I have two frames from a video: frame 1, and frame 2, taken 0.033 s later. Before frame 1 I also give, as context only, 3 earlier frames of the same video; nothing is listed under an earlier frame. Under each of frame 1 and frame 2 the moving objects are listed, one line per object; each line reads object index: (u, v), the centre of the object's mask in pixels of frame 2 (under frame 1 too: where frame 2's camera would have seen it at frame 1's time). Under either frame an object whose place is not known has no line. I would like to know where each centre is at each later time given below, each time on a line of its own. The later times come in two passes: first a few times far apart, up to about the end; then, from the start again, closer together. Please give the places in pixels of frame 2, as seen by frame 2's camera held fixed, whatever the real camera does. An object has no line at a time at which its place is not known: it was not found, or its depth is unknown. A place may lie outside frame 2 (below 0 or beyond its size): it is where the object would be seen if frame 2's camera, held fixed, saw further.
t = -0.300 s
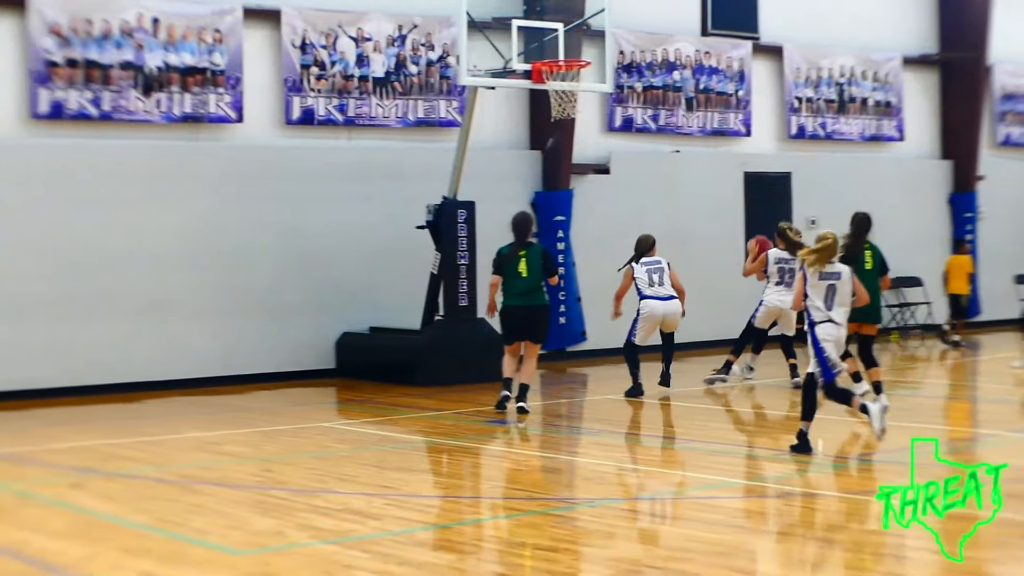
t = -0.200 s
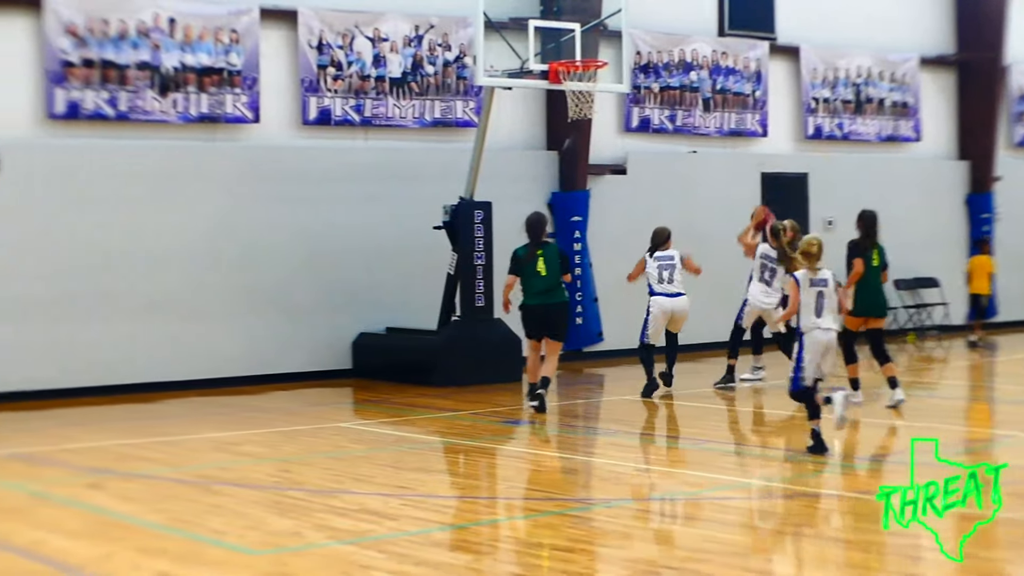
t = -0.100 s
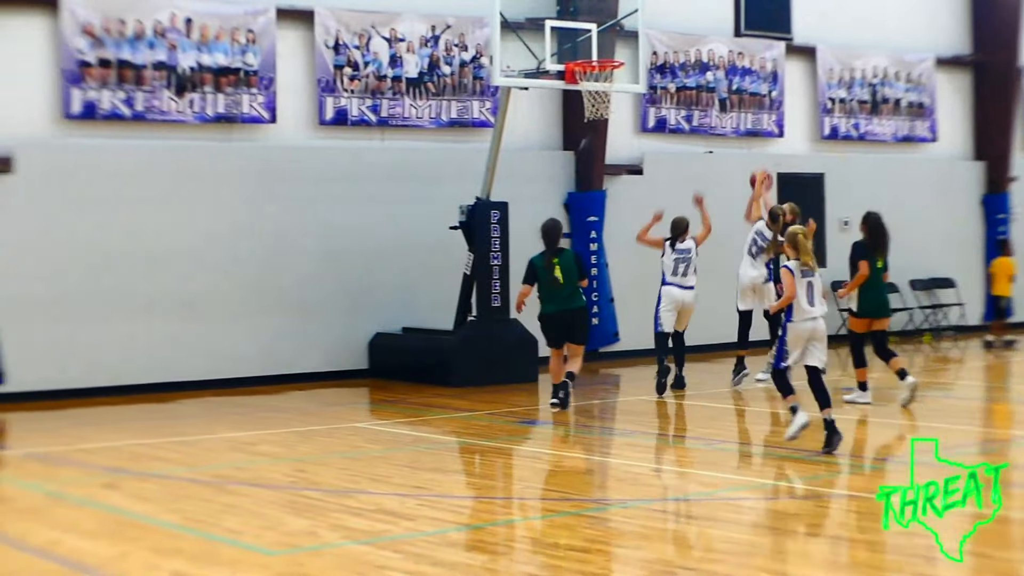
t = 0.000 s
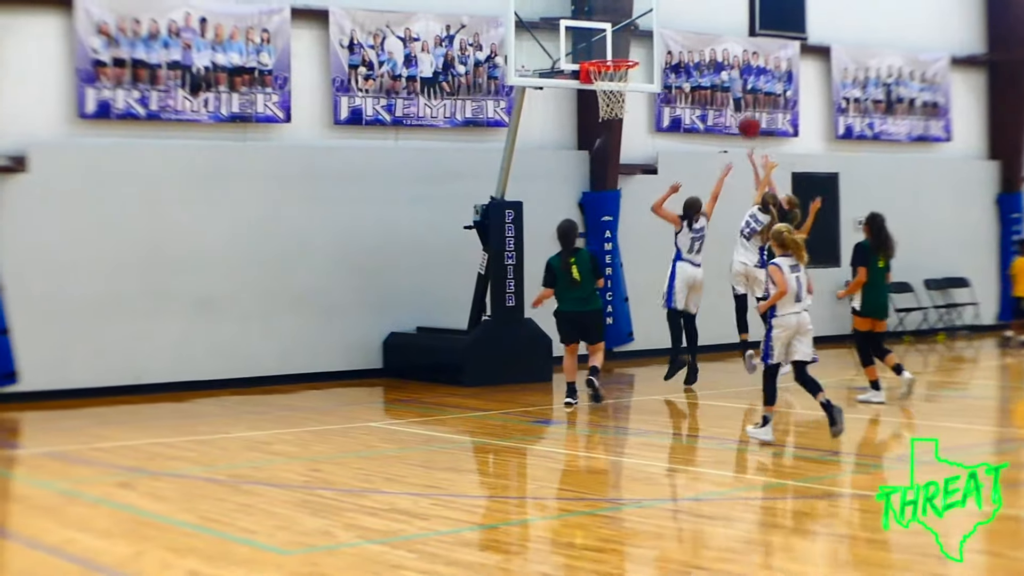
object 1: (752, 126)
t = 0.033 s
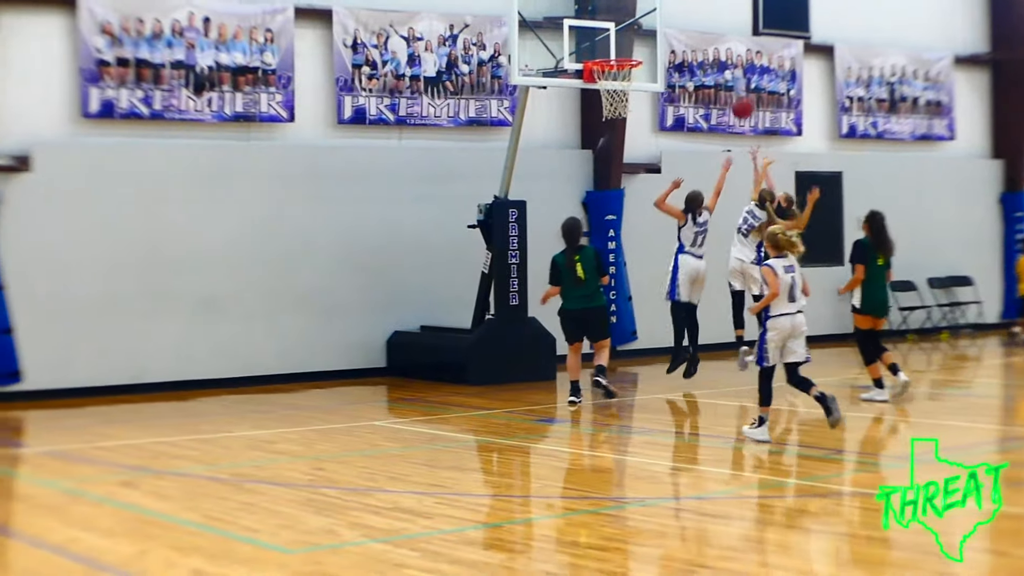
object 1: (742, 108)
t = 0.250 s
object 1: (676, 23)
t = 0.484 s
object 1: (643, 2)
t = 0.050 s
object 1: (738, 100)
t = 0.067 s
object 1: (733, 92)
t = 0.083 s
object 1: (728, 84)
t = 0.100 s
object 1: (723, 75)
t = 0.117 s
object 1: (718, 69)
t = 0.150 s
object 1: (709, 57)
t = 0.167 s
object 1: (703, 49)
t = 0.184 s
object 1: (698, 43)
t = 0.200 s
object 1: (693, 38)
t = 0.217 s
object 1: (687, 33)
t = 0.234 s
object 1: (682, 28)
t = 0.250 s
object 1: (676, 23)
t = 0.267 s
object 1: (671, 18)
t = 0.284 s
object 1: (667, 14)
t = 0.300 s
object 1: (665, 12)
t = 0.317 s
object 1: (663, 9)
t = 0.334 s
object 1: (661, 7)
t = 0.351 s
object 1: (658, 5)
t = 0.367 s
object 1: (656, 4)
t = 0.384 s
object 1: (654, 2)
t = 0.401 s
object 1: (652, 1)
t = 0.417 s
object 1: (650, 1)
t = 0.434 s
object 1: (648, 1)
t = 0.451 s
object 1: (647, 1)
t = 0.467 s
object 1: (645, 1)
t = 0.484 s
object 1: (643, 2)
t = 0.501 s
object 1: (641, 2)
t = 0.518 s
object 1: (638, 4)
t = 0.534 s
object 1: (636, 5)
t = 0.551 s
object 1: (634, 6)
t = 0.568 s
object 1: (632, 7)
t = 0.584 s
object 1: (629, 10)
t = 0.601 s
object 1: (627, 12)
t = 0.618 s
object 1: (625, 14)
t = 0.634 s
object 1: (623, 17)
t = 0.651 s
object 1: (621, 20)
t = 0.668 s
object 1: (619, 24)
